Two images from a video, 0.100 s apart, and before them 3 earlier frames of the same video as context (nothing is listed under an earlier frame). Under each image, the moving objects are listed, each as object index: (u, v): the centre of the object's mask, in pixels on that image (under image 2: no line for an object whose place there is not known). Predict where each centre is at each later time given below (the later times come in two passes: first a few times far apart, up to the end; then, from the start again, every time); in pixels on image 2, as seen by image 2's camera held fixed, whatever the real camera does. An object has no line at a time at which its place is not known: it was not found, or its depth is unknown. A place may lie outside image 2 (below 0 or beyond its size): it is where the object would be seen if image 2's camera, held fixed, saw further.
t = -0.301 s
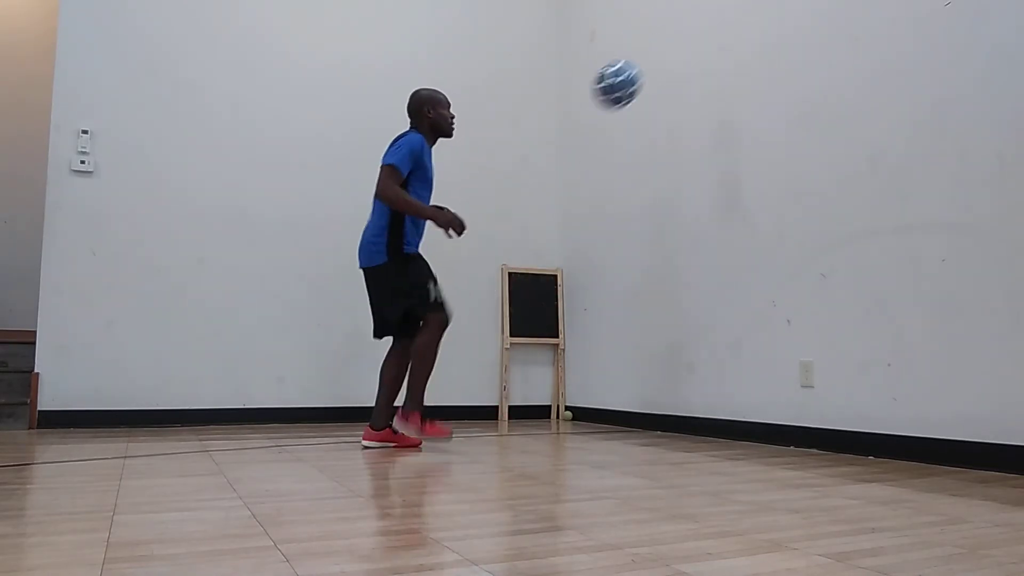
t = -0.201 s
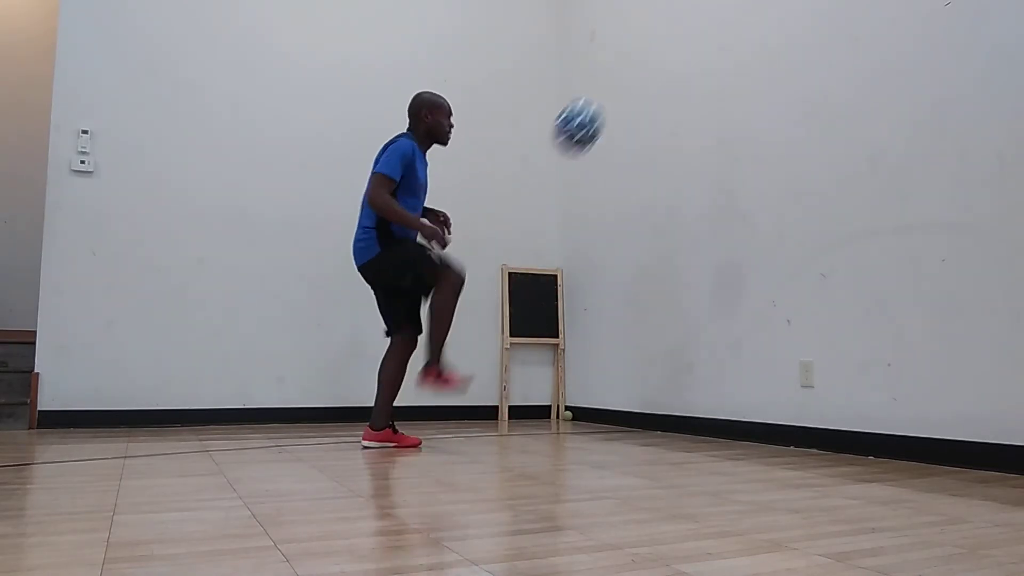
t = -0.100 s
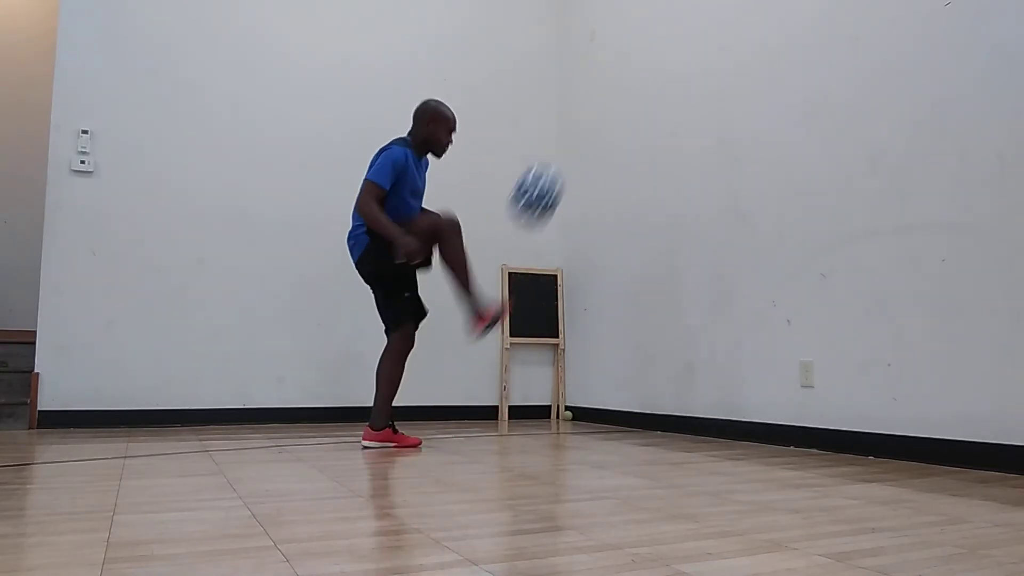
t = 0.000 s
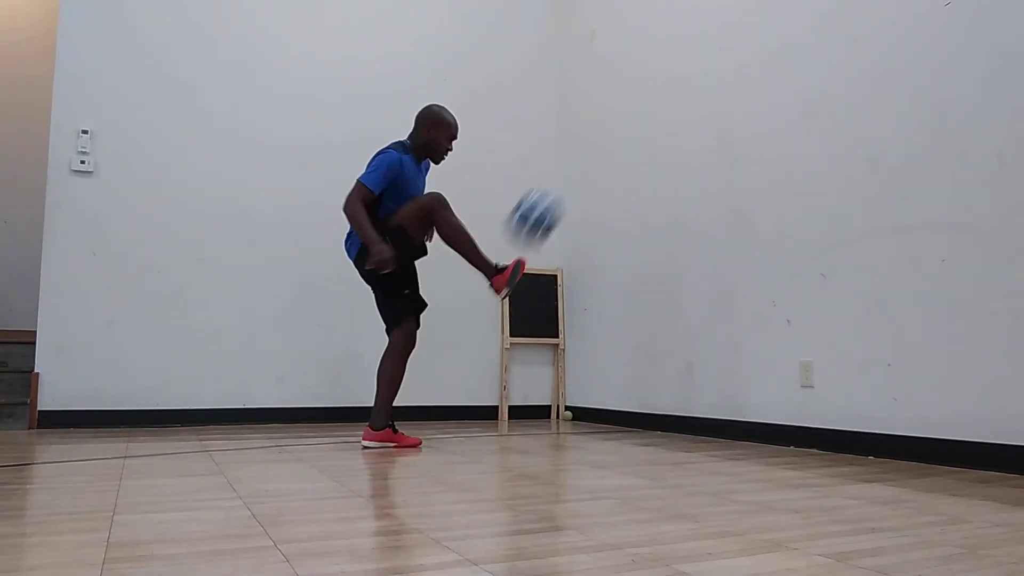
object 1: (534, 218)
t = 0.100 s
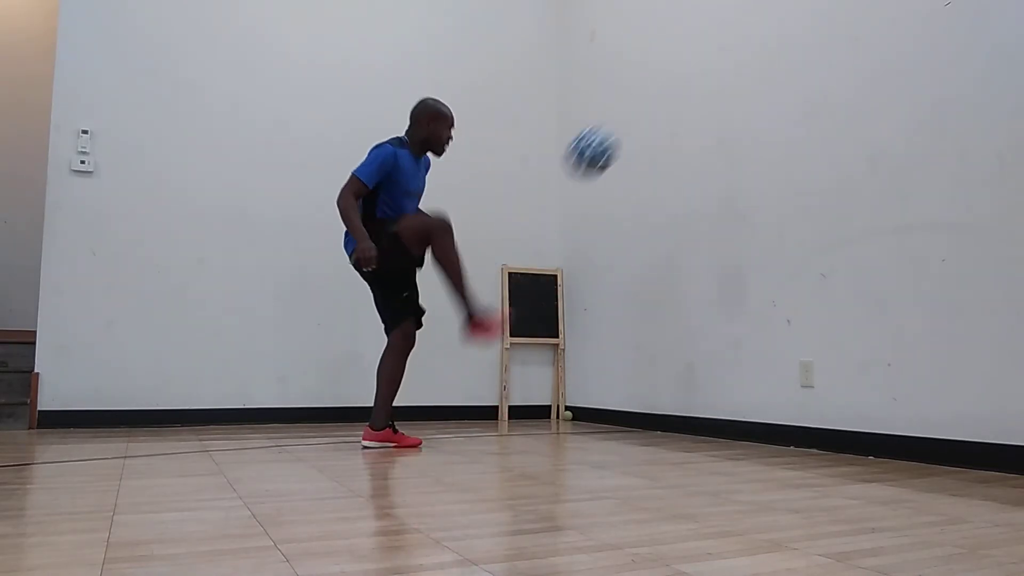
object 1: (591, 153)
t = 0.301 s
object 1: (693, 92)
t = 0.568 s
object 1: (640, 83)
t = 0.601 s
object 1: (625, 89)
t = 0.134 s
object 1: (610, 136)
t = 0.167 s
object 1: (627, 122)
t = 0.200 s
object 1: (644, 111)
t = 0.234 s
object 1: (661, 103)
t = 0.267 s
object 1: (676, 97)
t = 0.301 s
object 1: (693, 92)
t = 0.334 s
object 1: (709, 90)
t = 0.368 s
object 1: (719, 89)
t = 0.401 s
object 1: (707, 82)
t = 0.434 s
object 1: (695, 79)
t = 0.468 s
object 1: (681, 76)
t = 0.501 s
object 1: (668, 77)
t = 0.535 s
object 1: (654, 79)
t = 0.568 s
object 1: (640, 83)
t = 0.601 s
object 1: (625, 89)
